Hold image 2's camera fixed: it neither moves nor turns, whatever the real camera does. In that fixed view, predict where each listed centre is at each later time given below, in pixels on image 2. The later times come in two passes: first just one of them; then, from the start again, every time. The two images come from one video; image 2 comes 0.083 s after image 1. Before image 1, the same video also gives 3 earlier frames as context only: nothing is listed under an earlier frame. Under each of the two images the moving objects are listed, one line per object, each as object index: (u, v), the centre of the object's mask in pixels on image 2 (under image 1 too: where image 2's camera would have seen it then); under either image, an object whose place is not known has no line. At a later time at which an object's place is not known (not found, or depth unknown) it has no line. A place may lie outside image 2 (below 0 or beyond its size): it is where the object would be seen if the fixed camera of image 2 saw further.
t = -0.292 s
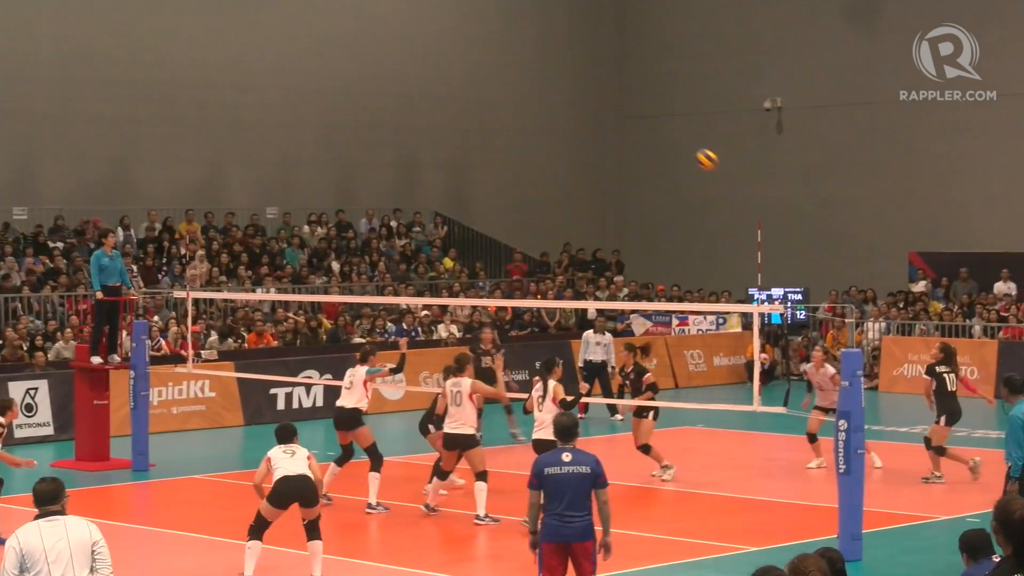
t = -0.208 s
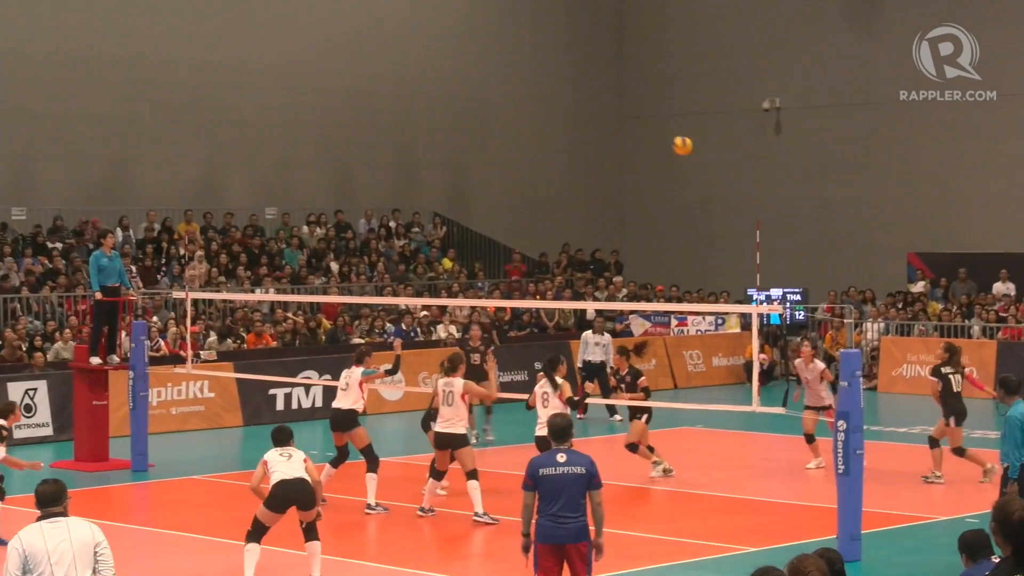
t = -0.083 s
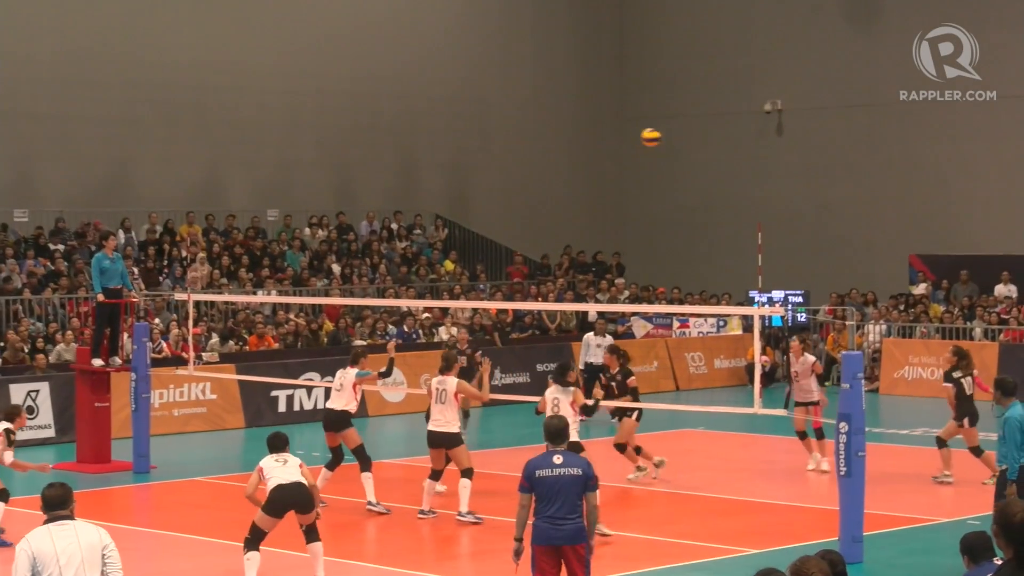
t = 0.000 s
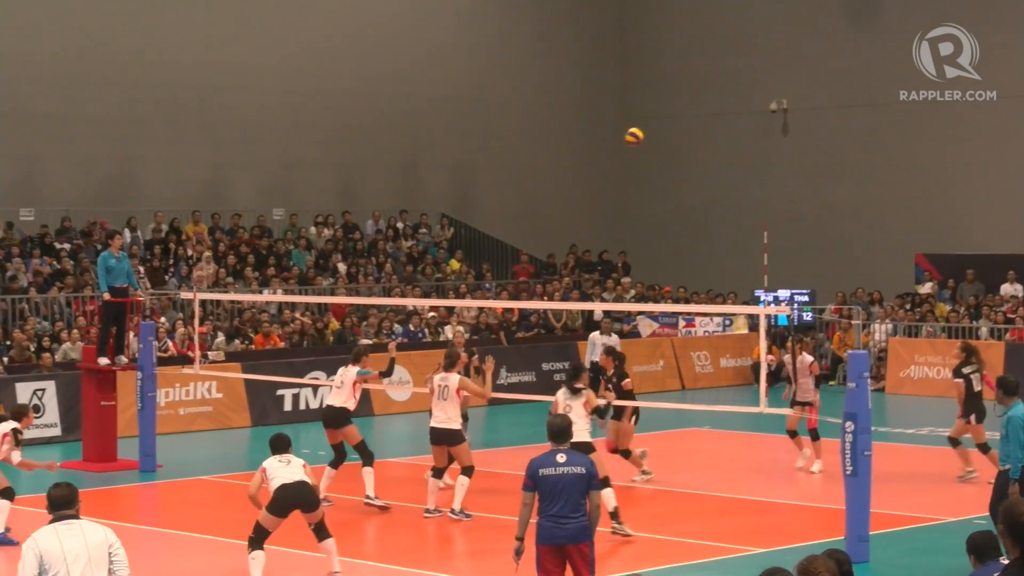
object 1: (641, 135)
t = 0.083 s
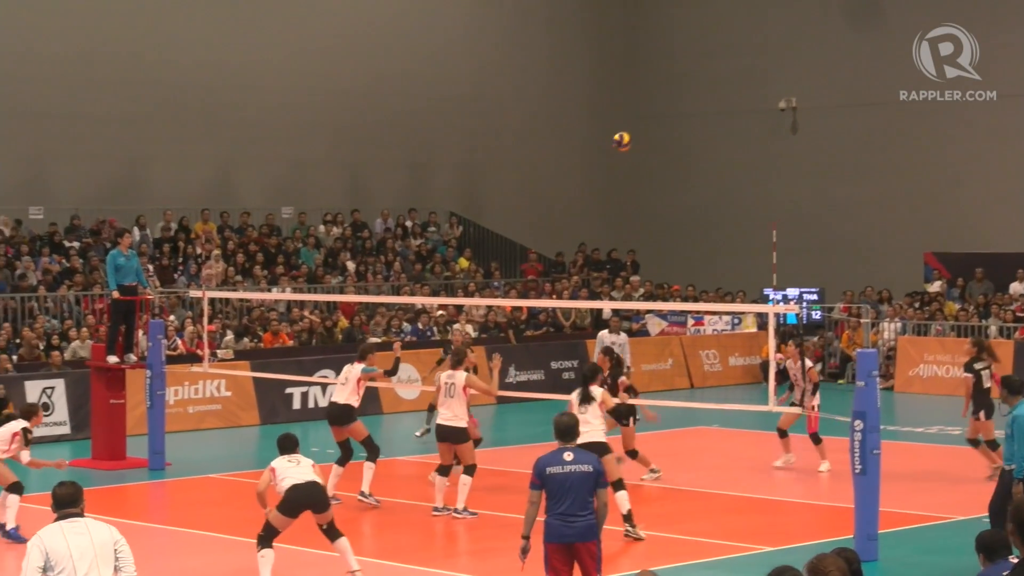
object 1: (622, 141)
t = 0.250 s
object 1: (583, 170)
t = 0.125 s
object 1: (612, 146)
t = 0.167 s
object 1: (603, 152)
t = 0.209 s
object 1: (593, 160)
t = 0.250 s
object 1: (583, 170)
